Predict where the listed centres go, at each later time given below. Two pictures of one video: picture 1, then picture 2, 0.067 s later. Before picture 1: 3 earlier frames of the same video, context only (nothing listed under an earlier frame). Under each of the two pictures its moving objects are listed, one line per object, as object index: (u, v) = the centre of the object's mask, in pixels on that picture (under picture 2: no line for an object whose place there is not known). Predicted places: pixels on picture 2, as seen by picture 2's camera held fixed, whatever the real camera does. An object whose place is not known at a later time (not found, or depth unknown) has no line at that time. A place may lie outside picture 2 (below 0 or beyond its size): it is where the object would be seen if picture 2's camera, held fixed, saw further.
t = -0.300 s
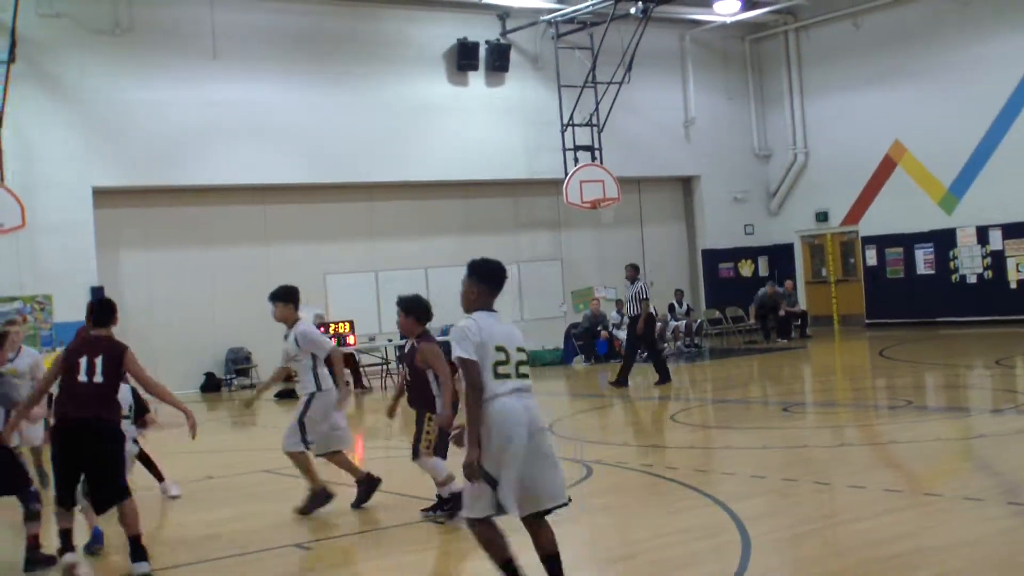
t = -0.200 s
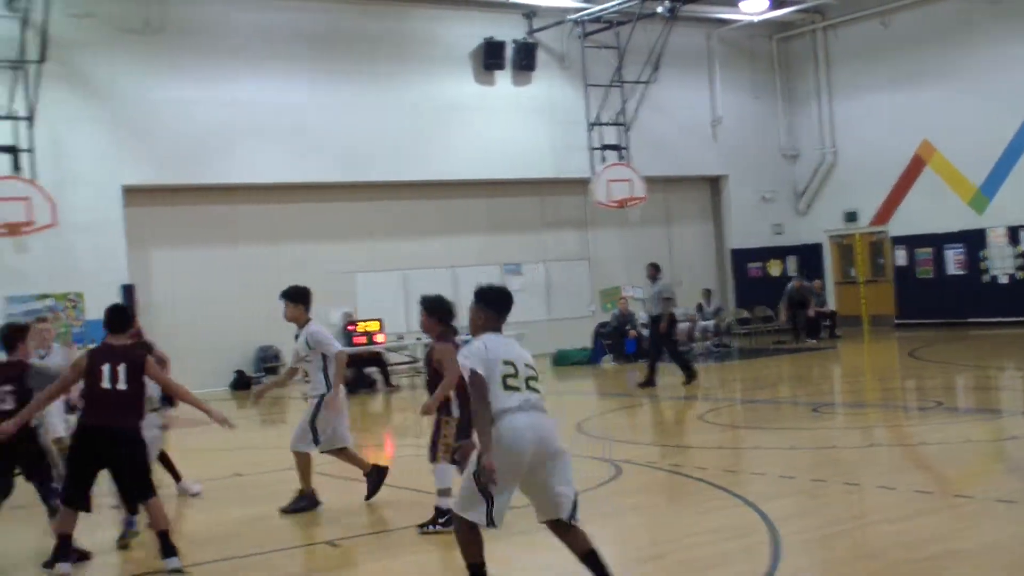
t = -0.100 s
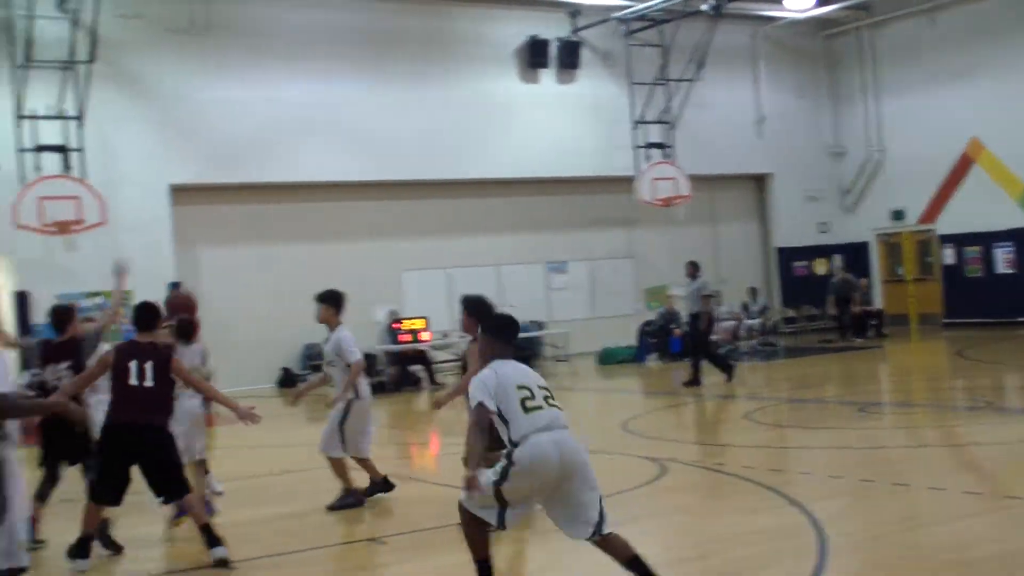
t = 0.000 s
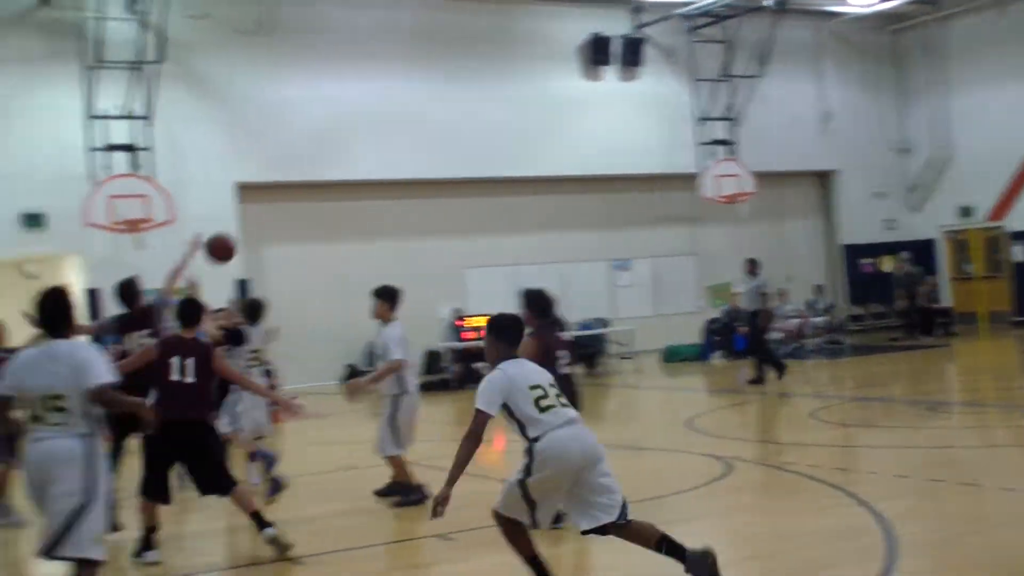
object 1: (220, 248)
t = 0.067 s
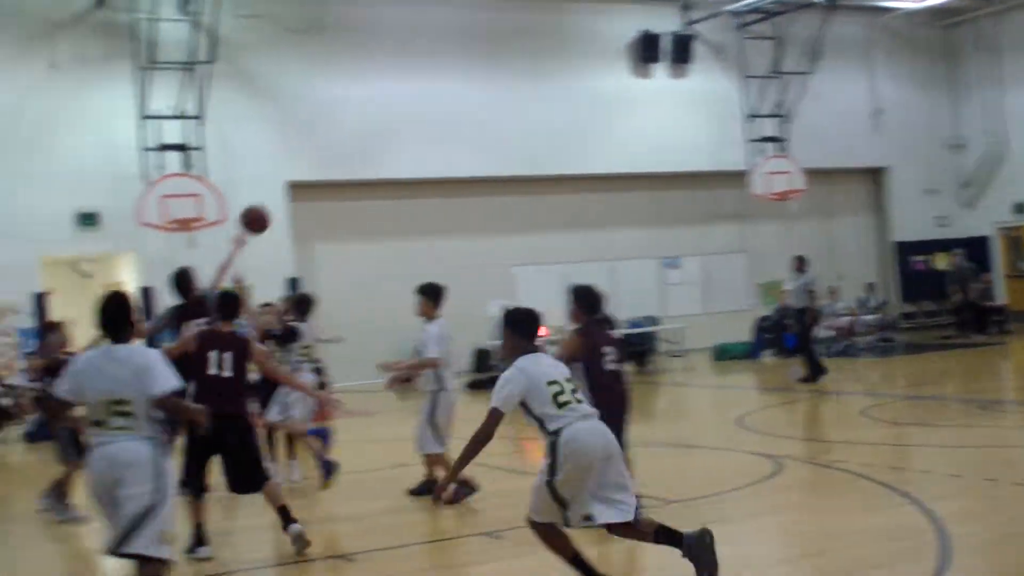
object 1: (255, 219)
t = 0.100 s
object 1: (245, 209)
